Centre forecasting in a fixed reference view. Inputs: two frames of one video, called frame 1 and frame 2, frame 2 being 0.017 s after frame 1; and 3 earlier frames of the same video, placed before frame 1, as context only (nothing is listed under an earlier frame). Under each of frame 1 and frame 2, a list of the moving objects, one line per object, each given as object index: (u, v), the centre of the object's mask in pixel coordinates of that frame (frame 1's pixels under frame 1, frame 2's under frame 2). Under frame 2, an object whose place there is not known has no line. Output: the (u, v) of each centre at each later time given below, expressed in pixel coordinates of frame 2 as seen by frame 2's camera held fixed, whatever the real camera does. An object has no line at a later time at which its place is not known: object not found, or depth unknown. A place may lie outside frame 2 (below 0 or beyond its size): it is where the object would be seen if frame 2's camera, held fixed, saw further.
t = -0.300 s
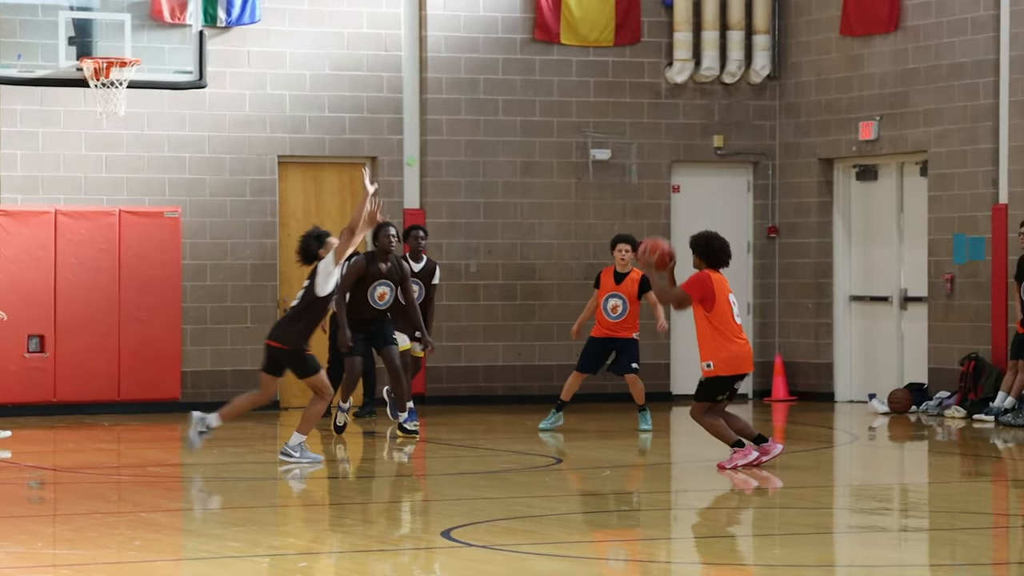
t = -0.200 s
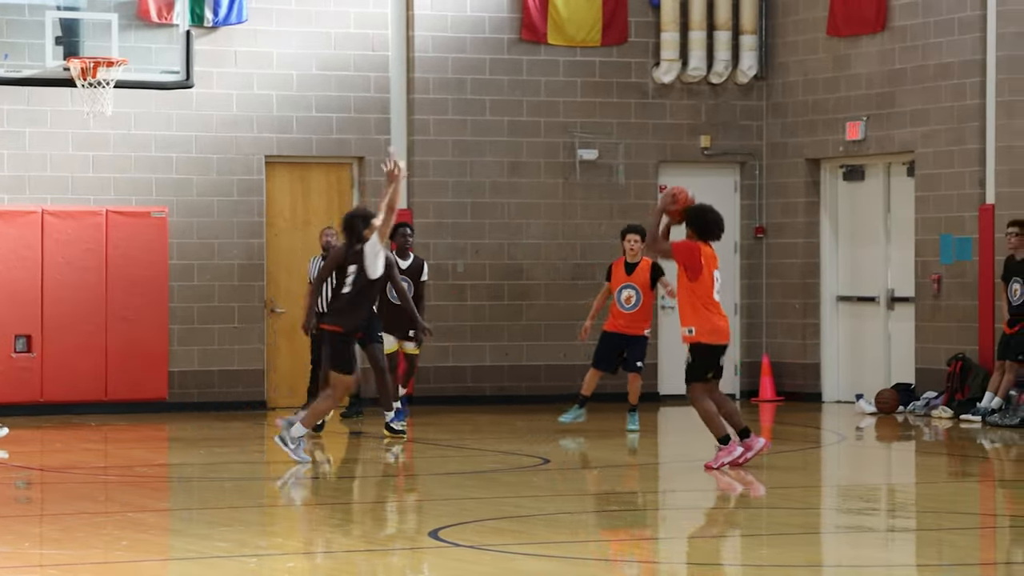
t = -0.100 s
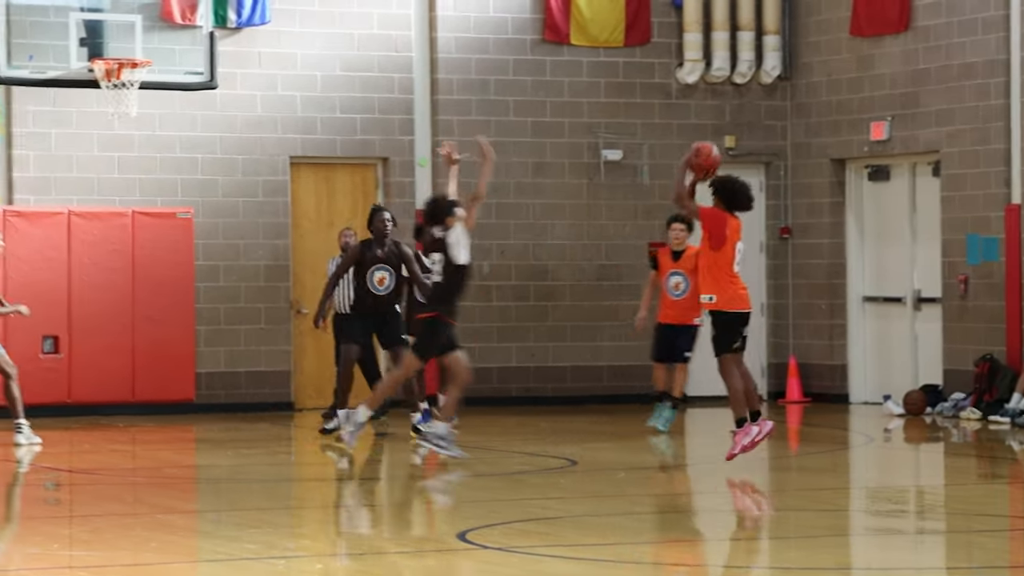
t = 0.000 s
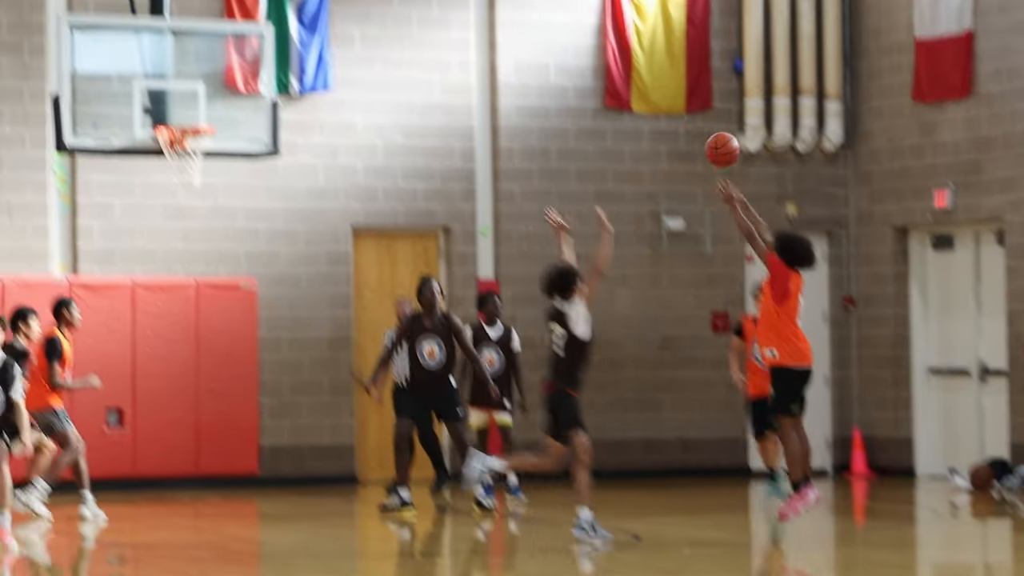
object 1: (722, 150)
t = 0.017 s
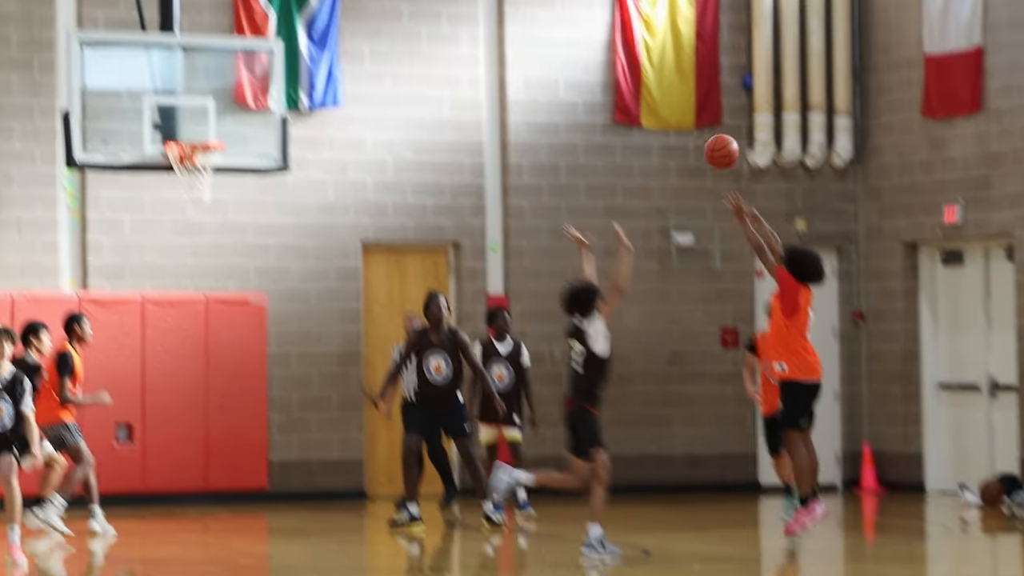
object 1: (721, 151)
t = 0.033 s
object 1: (710, 136)
